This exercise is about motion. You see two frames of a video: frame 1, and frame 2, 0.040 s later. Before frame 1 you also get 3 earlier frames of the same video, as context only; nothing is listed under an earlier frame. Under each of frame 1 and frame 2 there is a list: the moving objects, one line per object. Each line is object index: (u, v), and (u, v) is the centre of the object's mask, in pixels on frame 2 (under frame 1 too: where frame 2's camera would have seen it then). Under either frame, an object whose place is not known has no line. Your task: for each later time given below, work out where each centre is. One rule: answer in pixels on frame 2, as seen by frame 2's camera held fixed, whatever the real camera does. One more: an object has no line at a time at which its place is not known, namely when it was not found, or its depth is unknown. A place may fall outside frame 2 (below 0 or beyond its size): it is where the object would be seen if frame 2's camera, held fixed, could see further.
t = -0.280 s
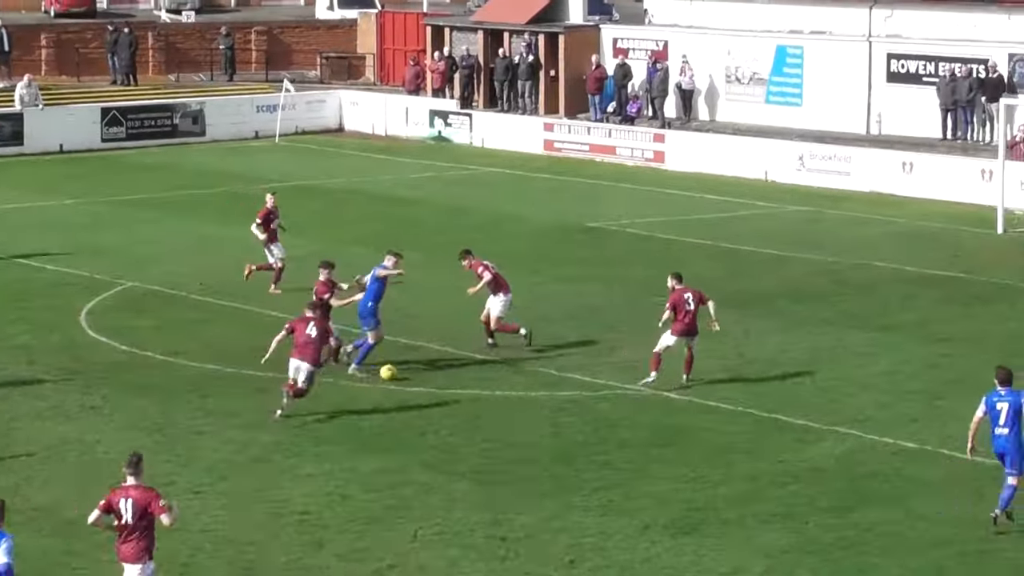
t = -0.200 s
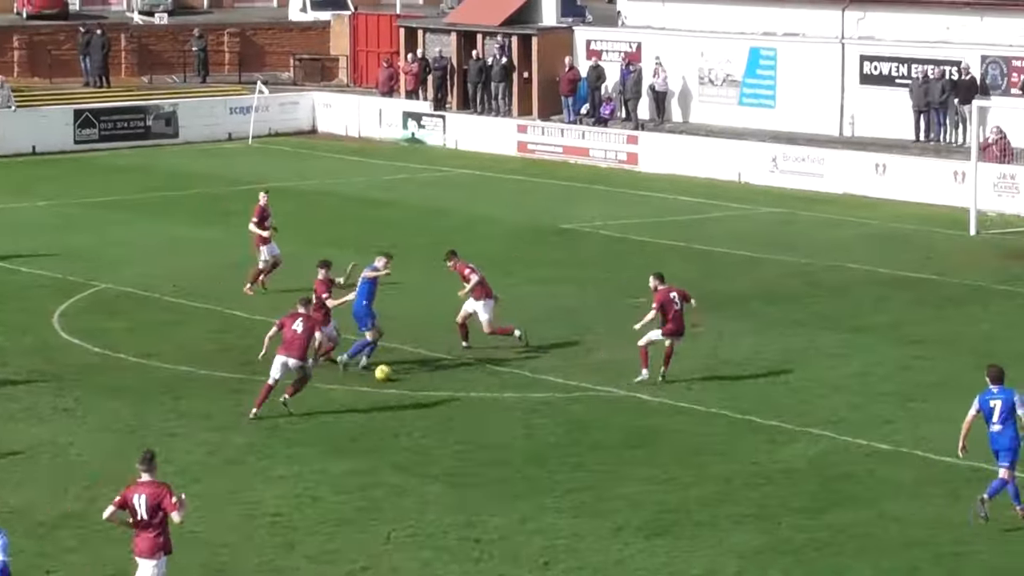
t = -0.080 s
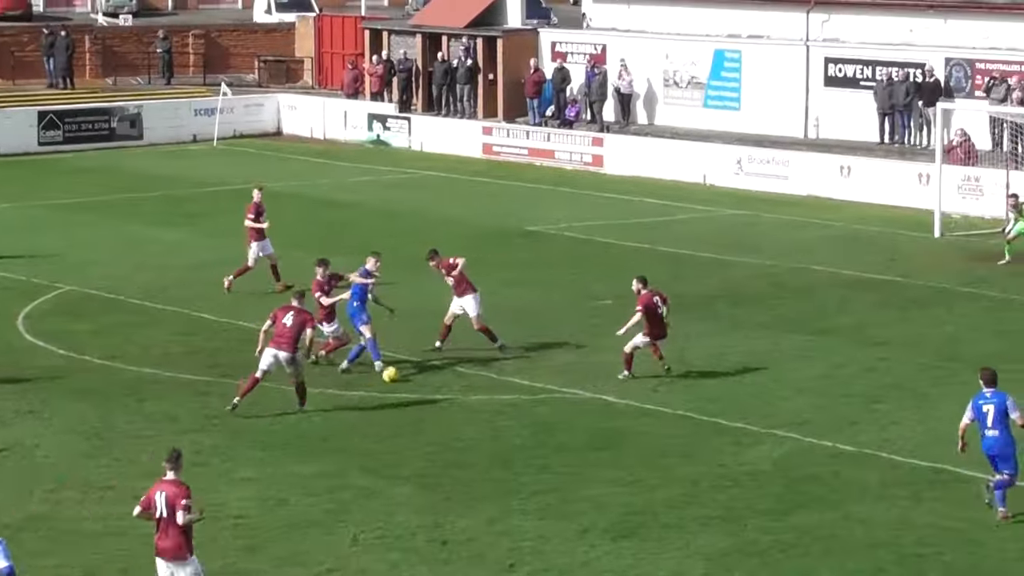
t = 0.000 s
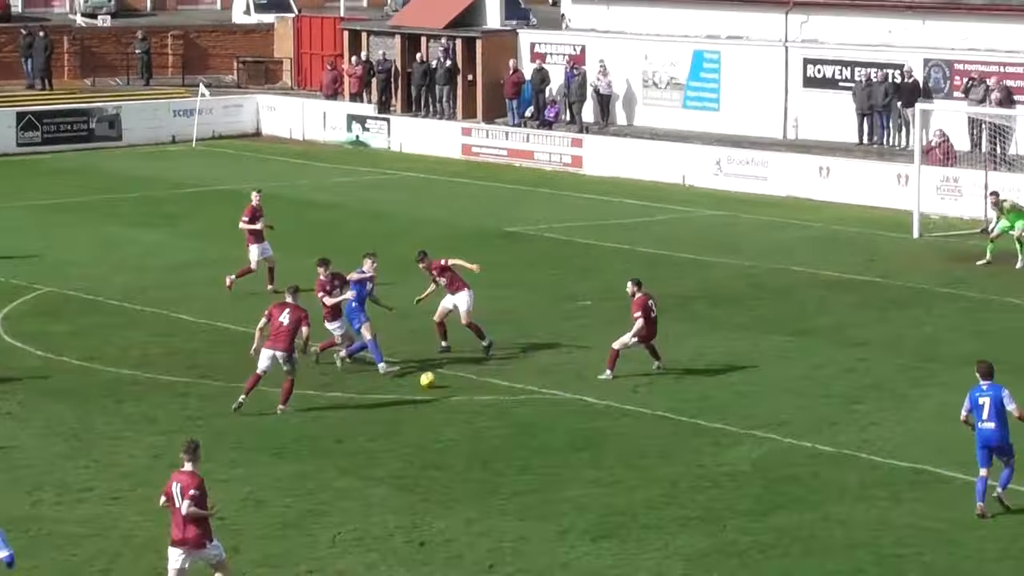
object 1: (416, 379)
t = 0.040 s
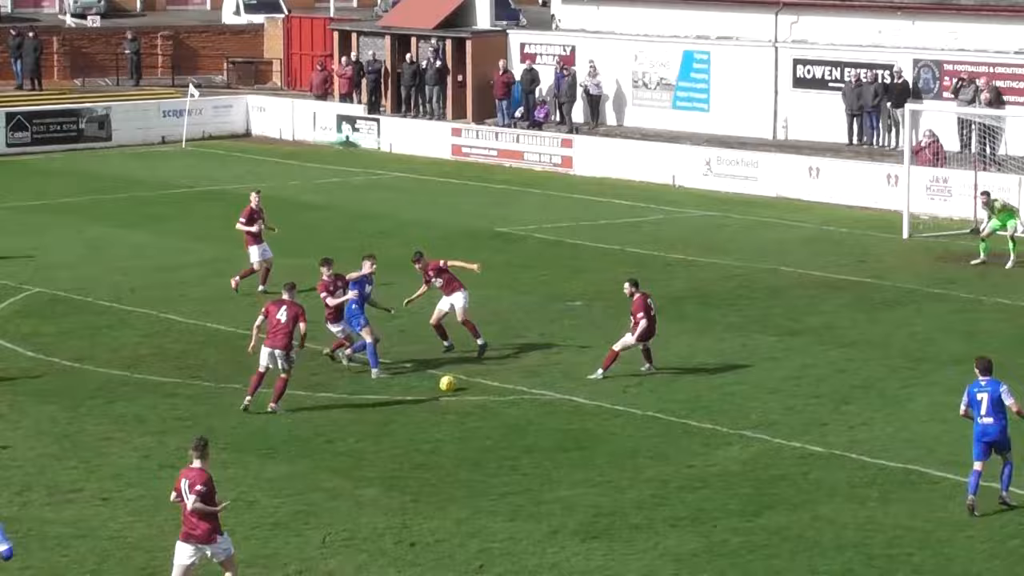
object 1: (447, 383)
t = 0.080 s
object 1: (475, 384)
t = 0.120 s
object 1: (503, 386)
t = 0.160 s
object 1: (531, 387)
